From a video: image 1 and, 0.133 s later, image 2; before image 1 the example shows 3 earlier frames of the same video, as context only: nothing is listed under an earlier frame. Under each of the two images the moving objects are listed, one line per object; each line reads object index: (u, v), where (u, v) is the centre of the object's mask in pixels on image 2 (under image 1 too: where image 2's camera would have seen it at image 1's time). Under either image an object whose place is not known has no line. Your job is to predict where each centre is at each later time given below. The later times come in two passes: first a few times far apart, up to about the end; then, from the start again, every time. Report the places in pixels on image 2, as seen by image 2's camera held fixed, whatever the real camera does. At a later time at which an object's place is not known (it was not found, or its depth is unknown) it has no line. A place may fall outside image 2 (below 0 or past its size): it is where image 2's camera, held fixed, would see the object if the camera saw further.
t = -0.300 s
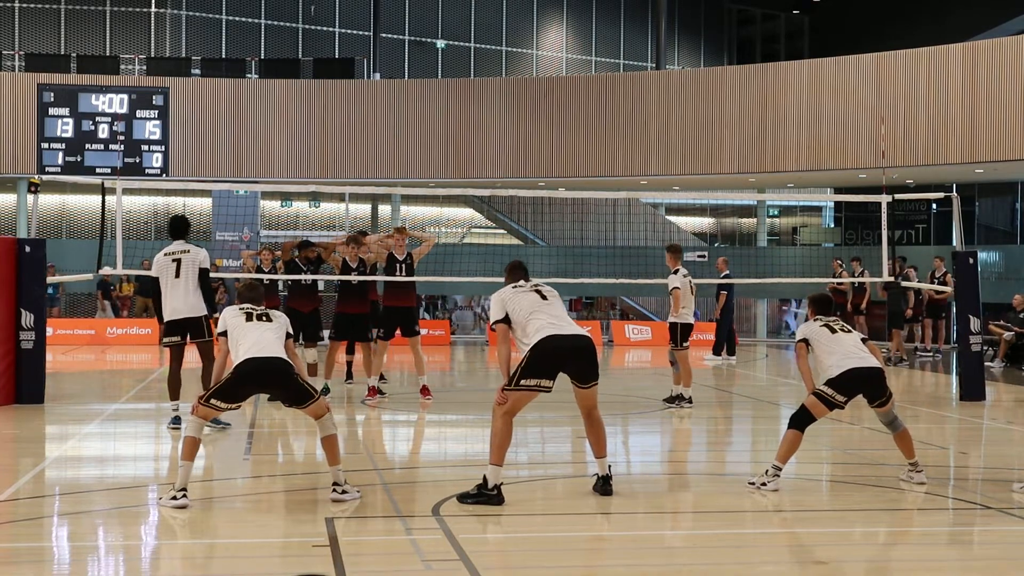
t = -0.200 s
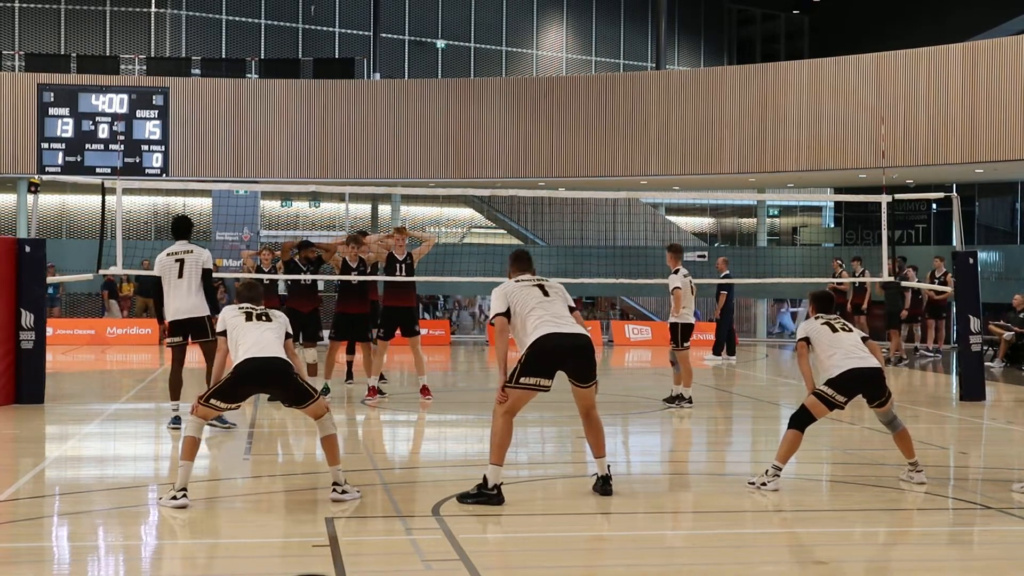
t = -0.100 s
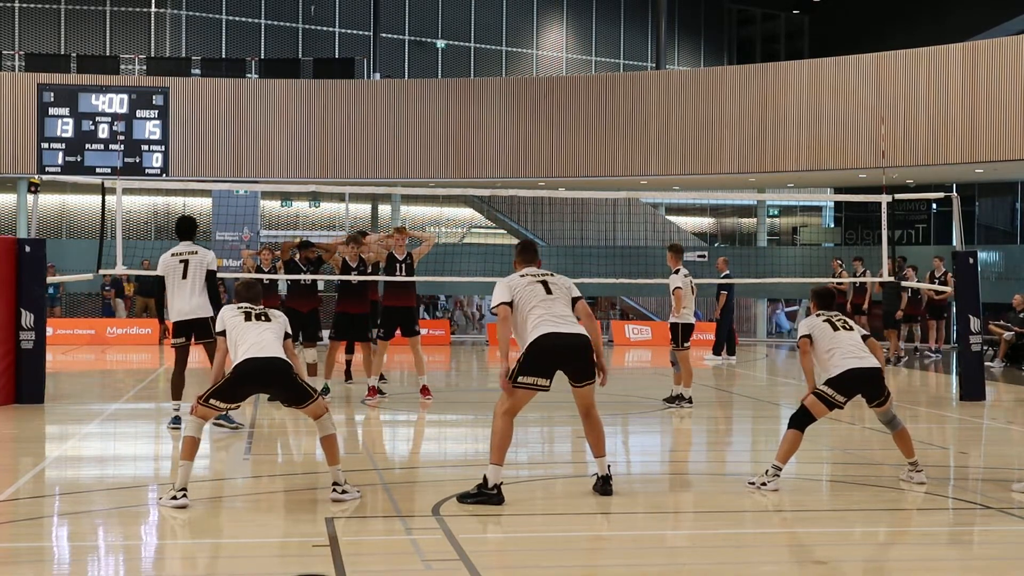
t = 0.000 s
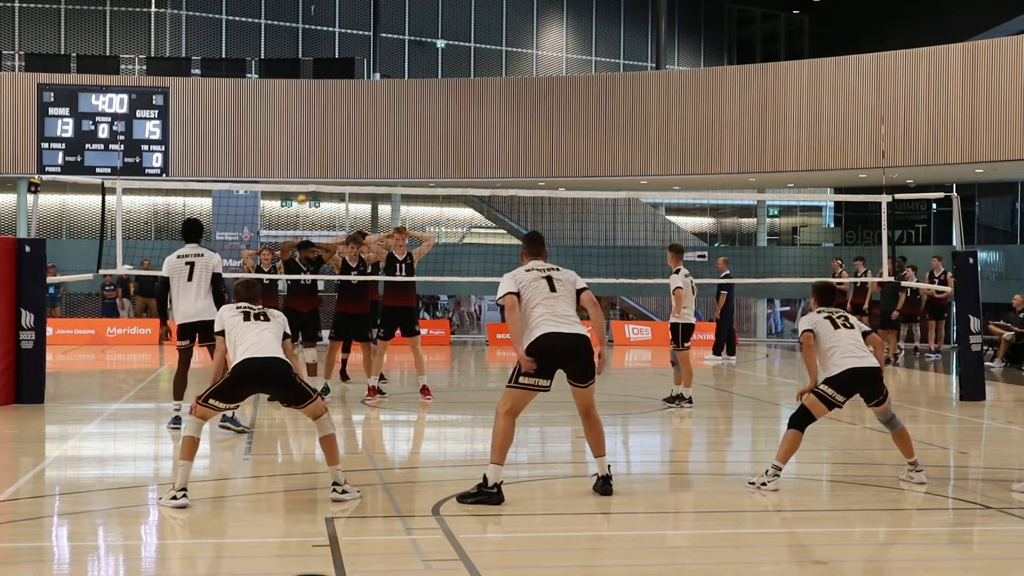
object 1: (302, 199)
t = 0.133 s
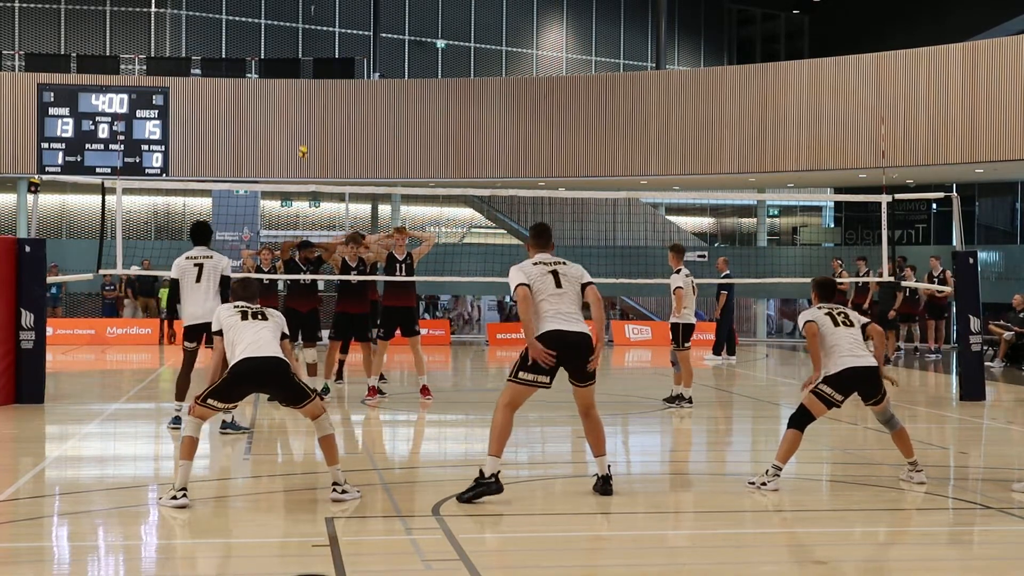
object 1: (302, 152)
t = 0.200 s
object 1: (303, 131)
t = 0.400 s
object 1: (304, 81)
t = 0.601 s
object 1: (305, 53)
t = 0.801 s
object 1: (306, 46)
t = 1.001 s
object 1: (307, 60)
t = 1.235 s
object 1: (307, 108)
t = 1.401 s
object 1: (307, 161)
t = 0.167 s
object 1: (303, 141)
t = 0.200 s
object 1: (303, 131)
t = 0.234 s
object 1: (303, 121)
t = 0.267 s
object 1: (303, 113)
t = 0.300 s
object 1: (303, 104)
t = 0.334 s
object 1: (304, 95)
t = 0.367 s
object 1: (304, 88)
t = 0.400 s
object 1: (304, 81)
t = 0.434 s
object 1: (305, 75)
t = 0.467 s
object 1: (305, 70)
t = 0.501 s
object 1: (305, 64)
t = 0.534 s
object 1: (305, 60)
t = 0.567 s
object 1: (305, 56)
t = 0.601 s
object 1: (305, 53)
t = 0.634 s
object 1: (305, 50)
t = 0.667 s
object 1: (306, 49)
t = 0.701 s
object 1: (306, 47)
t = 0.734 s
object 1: (306, 46)
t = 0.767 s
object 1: (306, 46)
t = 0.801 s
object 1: (306, 46)
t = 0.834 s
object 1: (306, 47)
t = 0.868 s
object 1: (306, 48)
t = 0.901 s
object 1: (306, 51)
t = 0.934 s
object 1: (306, 53)
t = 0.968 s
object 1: (306, 56)
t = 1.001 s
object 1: (307, 60)
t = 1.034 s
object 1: (307, 65)
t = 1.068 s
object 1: (307, 71)
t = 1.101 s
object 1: (307, 76)
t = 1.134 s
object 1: (307, 83)
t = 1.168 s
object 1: (307, 91)
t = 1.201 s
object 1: (307, 99)
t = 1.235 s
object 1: (307, 108)
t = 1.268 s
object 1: (307, 117)
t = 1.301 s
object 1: (307, 127)
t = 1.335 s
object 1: (307, 138)
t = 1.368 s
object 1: (306, 148)
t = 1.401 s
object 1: (307, 161)
